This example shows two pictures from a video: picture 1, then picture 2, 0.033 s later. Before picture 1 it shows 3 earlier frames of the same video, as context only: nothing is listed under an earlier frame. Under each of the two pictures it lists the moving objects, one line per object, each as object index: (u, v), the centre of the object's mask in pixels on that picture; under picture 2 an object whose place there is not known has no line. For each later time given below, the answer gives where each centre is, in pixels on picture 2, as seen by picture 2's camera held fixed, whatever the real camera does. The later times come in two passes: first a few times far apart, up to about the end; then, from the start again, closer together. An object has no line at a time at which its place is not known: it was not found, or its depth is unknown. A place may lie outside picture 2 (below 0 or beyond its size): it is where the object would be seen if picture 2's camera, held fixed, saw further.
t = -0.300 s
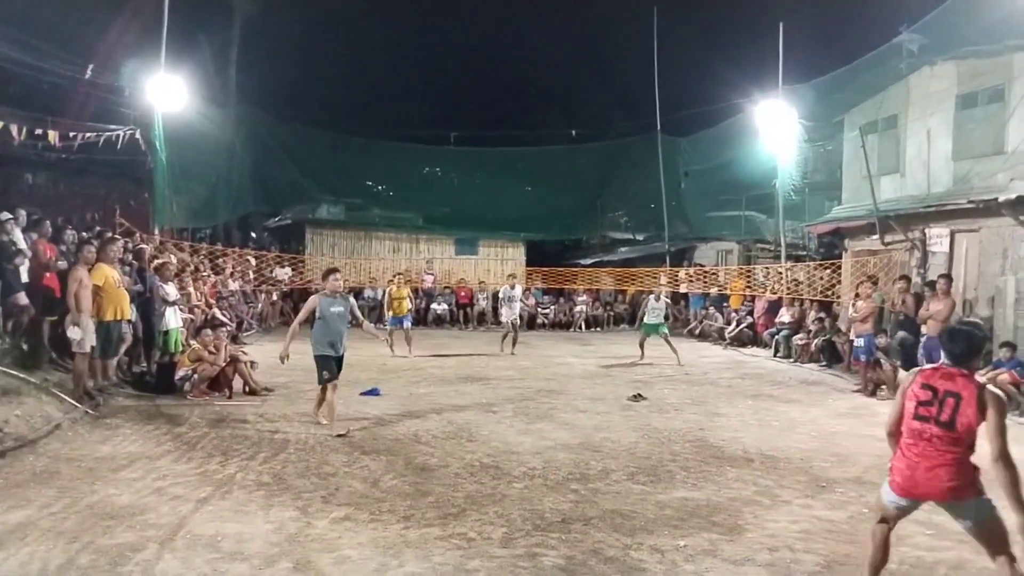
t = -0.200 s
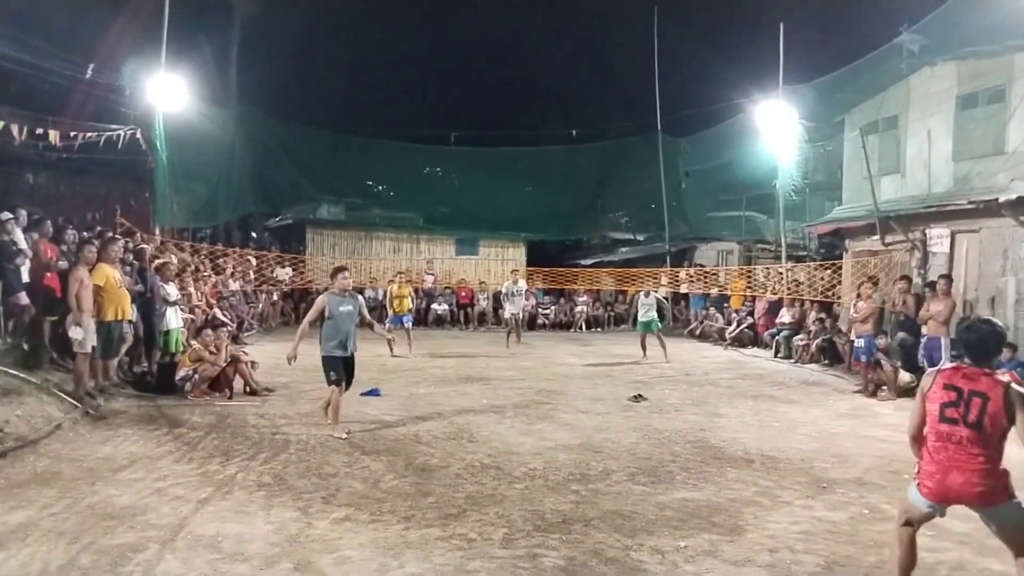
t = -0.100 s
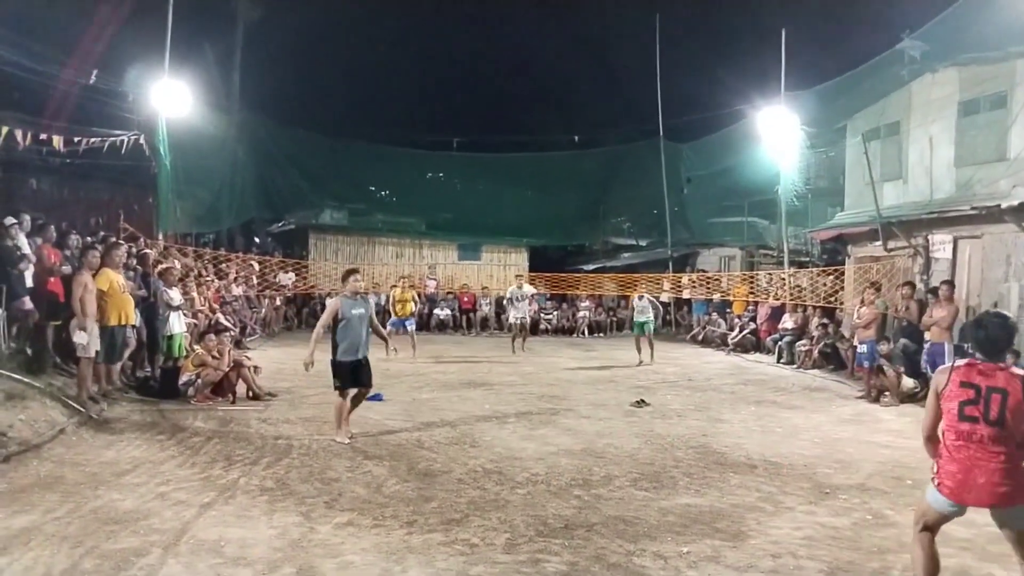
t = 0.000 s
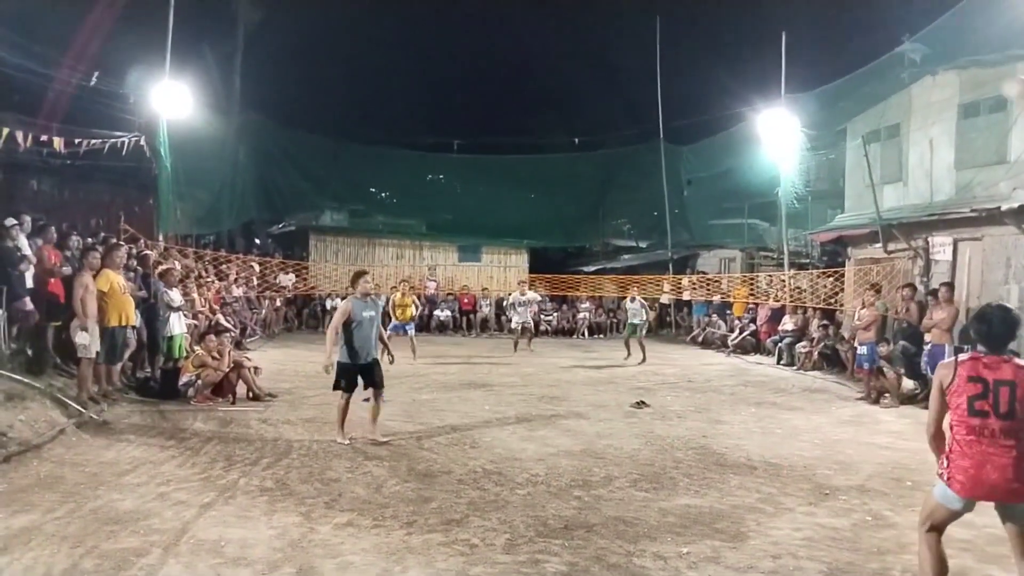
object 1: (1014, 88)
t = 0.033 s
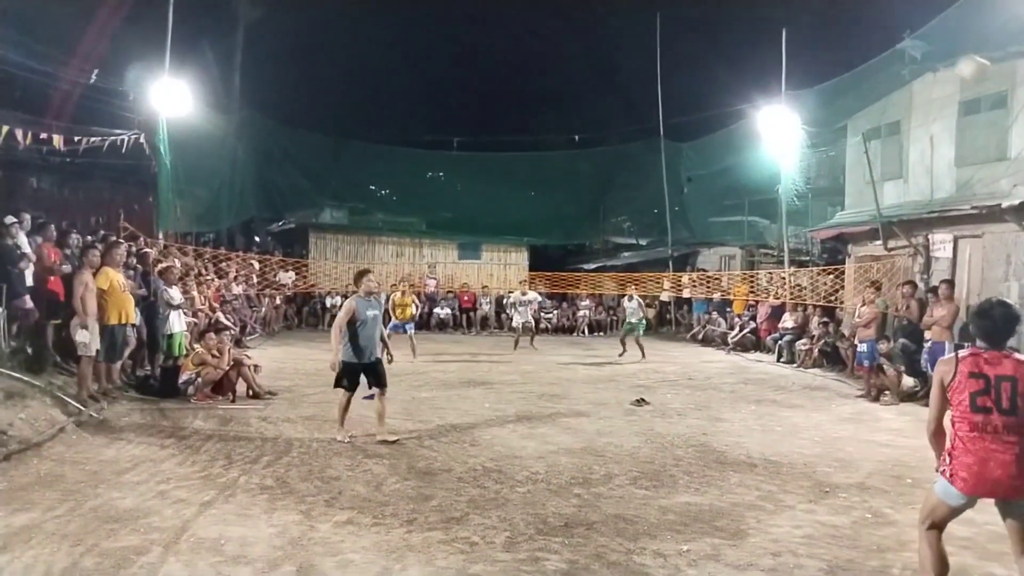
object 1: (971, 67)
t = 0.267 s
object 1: (747, 15)
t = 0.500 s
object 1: (621, 30)
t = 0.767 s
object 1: (534, 88)
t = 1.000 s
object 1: (485, 155)
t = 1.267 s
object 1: (445, 238)
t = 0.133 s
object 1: (857, 33)
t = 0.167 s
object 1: (826, 25)
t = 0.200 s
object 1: (798, 20)
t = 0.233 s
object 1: (771, 17)
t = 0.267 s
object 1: (747, 15)
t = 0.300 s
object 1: (725, 14)
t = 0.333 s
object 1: (705, 15)
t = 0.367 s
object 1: (685, 16)
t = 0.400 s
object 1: (667, 19)
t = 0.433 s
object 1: (651, 22)
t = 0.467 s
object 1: (636, 26)
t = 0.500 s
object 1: (621, 30)
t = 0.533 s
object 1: (608, 35)
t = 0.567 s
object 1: (596, 42)
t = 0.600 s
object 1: (584, 48)
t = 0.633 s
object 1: (573, 55)
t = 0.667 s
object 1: (562, 63)
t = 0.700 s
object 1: (552, 71)
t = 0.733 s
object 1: (543, 79)
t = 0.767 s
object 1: (534, 88)
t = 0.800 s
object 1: (526, 96)
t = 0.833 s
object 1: (518, 106)
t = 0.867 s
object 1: (511, 115)
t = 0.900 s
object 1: (504, 125)
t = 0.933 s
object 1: (497, 134)
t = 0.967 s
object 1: (491, 145)
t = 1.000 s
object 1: (485, 155)
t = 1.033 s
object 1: (479, 165)
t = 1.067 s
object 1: (473, 175)
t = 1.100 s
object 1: (468, 186)
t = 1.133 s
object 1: (463, 196)
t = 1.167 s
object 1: (458, 206)
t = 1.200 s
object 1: (454, 217)
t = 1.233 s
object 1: (449, 228)
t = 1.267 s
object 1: (445, 238)
